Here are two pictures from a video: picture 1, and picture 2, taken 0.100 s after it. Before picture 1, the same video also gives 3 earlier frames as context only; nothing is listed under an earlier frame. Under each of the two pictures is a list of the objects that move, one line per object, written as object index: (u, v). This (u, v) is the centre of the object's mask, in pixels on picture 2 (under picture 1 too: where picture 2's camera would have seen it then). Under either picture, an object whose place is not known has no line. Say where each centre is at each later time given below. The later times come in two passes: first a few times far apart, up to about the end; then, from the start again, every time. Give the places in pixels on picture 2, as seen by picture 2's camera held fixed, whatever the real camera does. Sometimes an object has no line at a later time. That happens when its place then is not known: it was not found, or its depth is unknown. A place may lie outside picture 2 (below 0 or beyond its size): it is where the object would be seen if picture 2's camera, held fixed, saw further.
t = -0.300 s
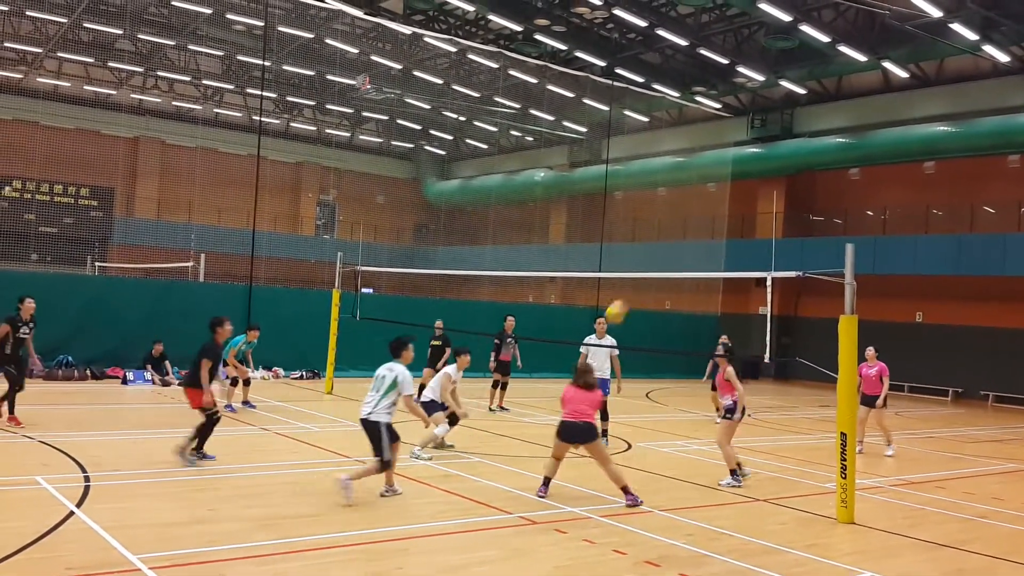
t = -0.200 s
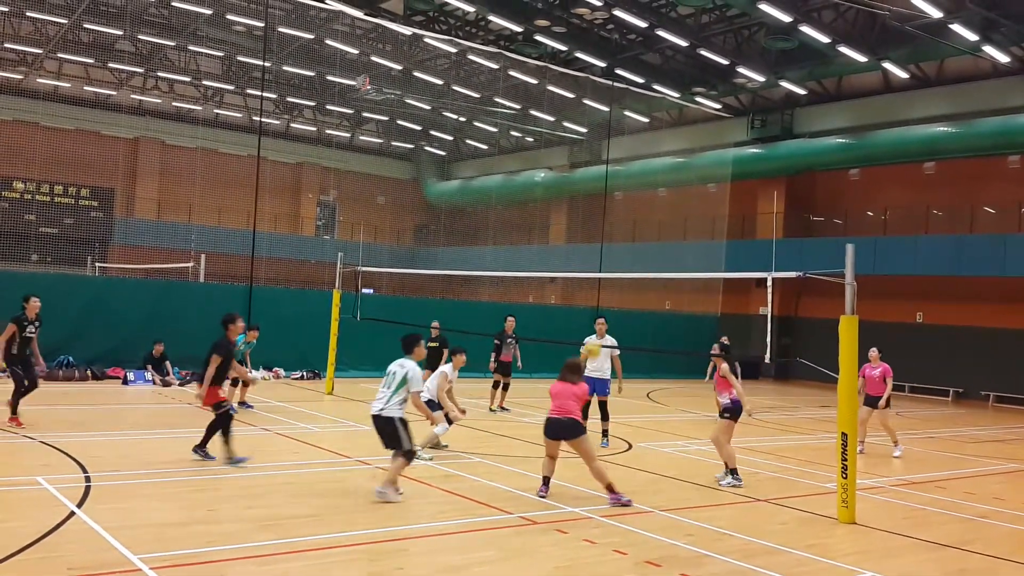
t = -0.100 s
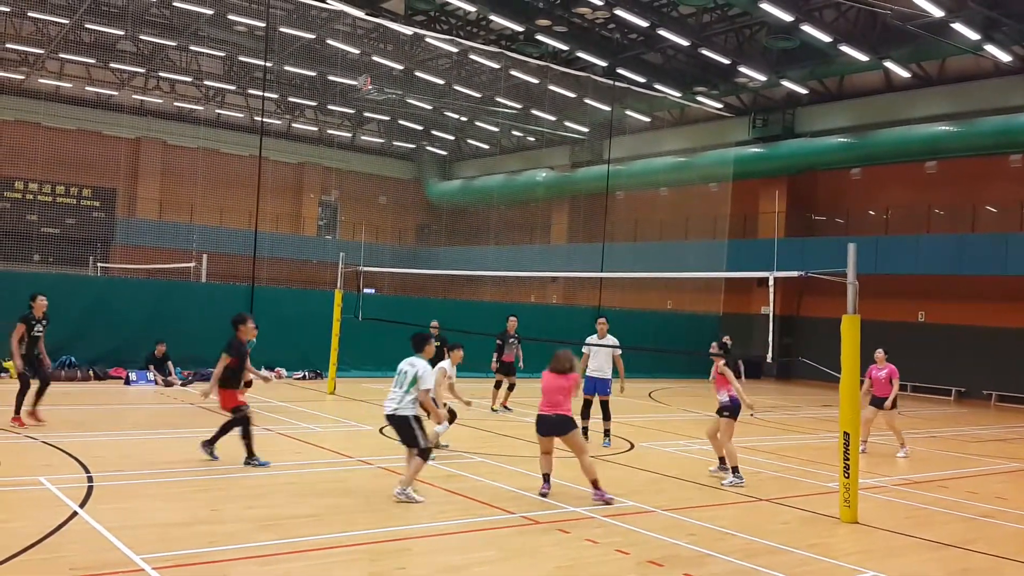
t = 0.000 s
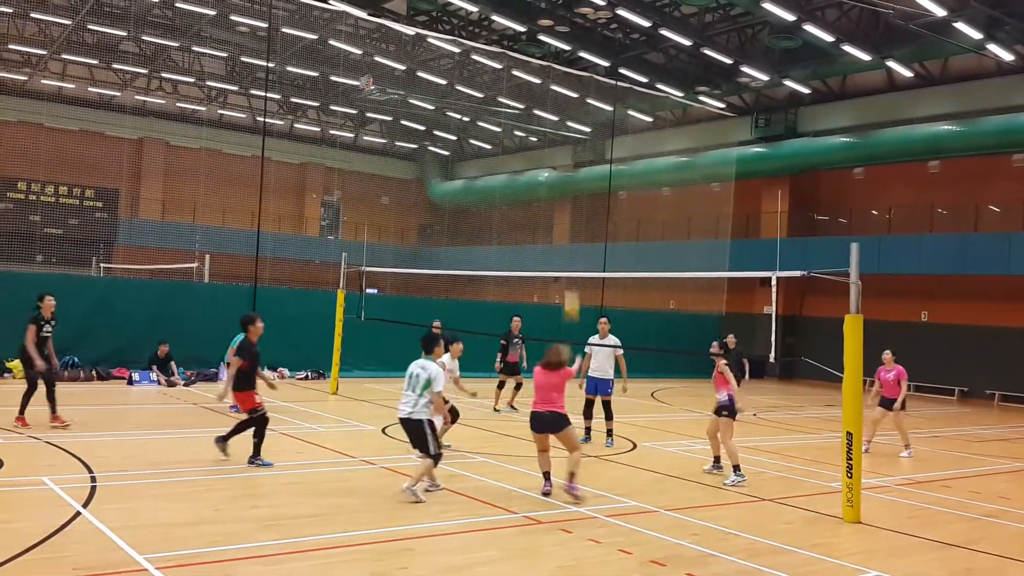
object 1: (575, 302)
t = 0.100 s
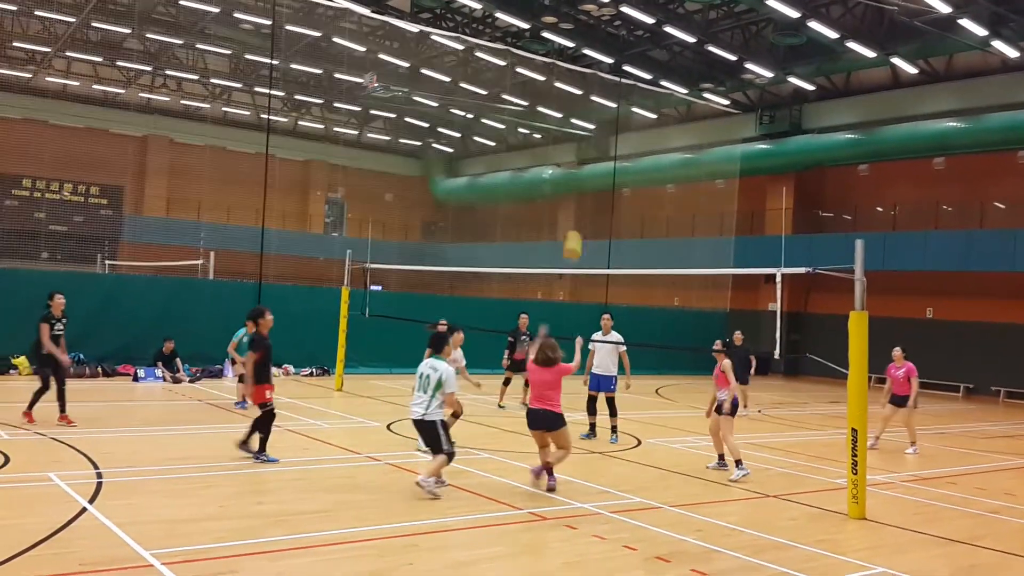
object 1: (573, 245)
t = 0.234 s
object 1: (569, 190)
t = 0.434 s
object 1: (563, 132)
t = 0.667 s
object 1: (553, 112)
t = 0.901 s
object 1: (541, 139)
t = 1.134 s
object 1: (527, 208)
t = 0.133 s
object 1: (572, 229)
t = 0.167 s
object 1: (570, 215)
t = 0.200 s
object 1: (570, 201)
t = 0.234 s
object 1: (569, 190)
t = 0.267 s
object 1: (569, 176)
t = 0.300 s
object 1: (568, 165)
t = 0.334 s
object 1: (567, 157)
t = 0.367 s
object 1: (566, 145)
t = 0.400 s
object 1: (564, 138)
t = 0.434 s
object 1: (563, 132)
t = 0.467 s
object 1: (560, 125)
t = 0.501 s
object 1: (560, 121)
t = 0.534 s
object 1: (558, 117)
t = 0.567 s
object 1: (557, 115)
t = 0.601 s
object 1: (556, 113)
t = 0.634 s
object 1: (554, 112)
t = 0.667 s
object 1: (553, 112)
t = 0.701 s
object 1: (551, 114)
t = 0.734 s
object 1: (549, 115)
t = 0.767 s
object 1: (548, 118)
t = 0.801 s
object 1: (546, 122)
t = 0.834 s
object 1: (545, 126)
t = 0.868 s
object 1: (542, 133)
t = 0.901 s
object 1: (541, 139)
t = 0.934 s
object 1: (538, 147)
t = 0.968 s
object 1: (537, 155)
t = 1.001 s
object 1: (535, 163)
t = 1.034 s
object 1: (533, 173)
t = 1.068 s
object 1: (531, 184)
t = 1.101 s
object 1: (529, 196)
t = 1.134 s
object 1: (527, 208)
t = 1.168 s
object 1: (525, 222)
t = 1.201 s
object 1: (523, 235)
